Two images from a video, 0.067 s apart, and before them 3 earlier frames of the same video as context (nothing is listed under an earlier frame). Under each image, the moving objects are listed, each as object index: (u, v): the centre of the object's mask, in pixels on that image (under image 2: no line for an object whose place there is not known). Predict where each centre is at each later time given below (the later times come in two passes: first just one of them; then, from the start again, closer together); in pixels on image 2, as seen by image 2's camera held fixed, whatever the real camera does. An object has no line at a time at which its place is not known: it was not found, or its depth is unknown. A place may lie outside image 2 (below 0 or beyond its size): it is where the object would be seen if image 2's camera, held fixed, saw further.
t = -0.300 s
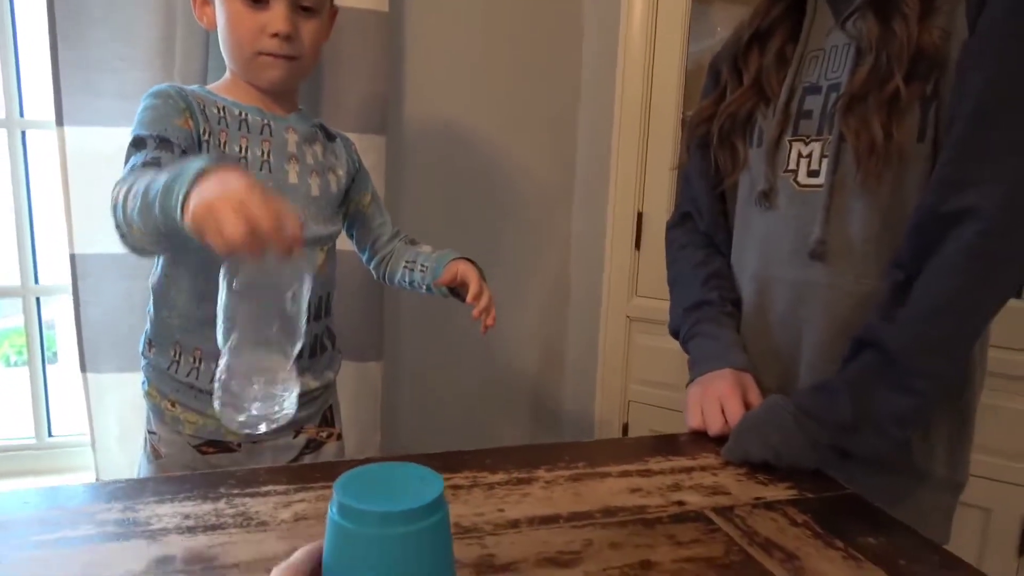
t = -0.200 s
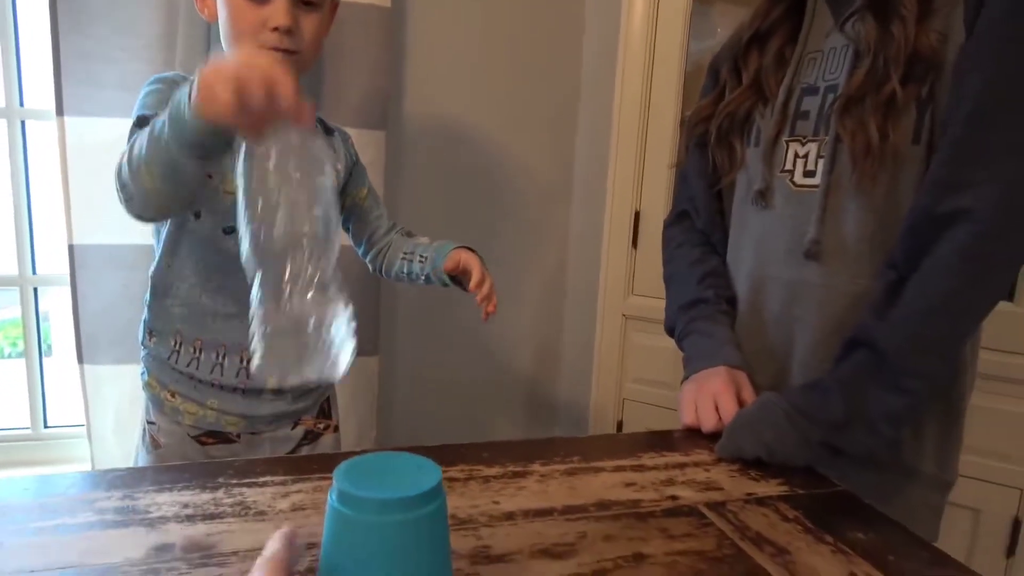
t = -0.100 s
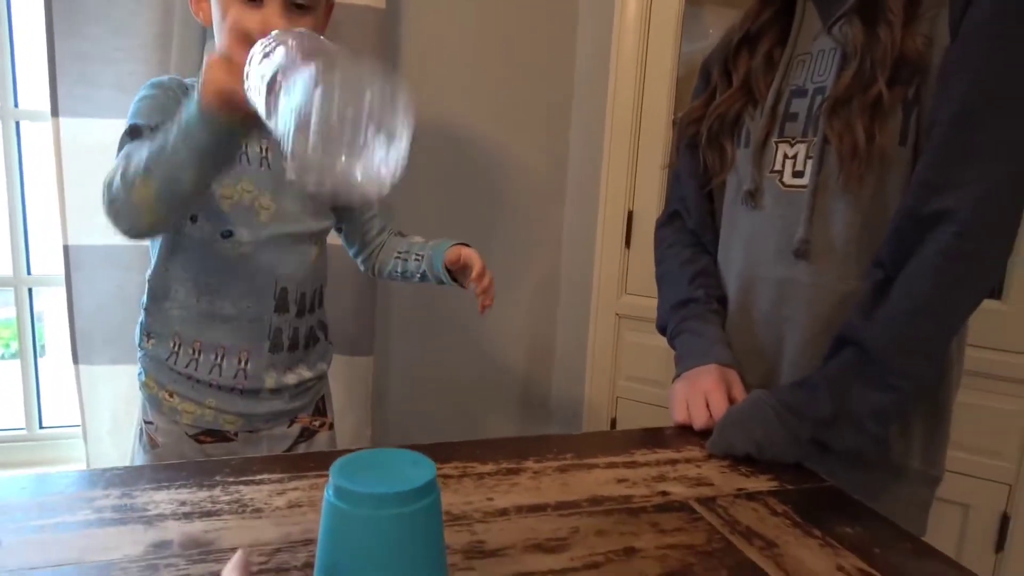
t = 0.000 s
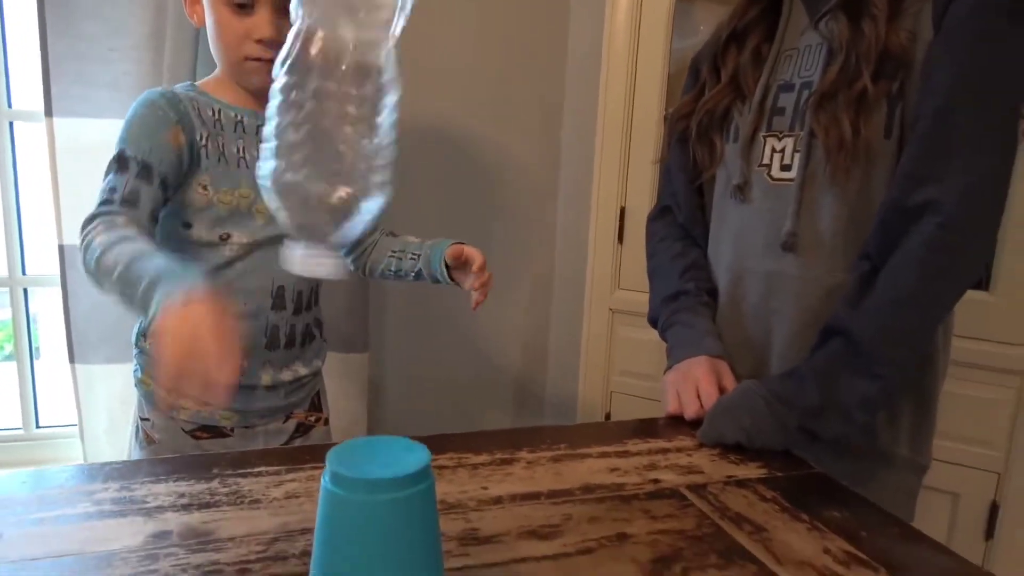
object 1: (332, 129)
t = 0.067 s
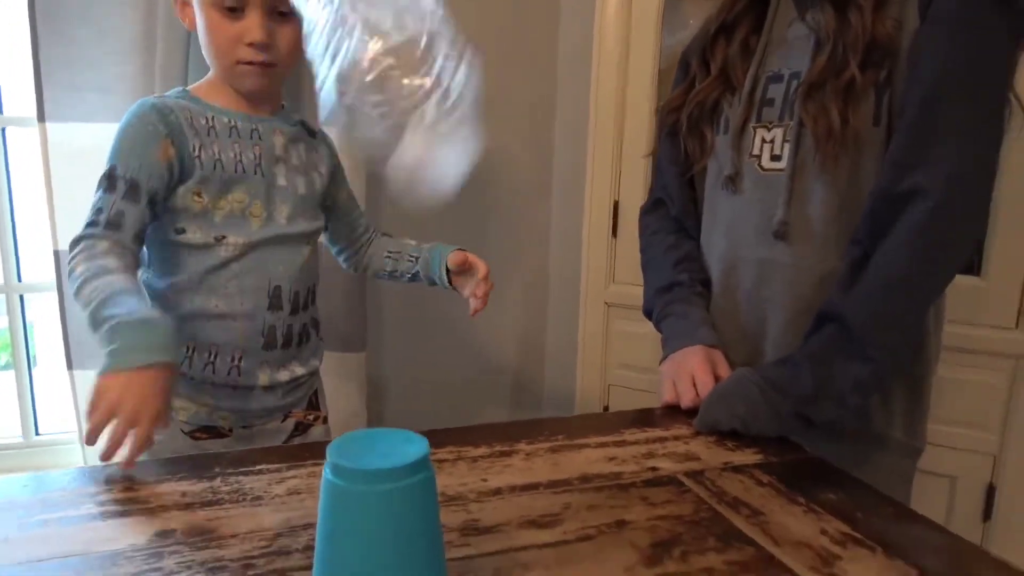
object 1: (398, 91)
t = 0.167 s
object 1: (401, 136)
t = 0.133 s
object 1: (387, 78)
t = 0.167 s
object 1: (401, 136)
